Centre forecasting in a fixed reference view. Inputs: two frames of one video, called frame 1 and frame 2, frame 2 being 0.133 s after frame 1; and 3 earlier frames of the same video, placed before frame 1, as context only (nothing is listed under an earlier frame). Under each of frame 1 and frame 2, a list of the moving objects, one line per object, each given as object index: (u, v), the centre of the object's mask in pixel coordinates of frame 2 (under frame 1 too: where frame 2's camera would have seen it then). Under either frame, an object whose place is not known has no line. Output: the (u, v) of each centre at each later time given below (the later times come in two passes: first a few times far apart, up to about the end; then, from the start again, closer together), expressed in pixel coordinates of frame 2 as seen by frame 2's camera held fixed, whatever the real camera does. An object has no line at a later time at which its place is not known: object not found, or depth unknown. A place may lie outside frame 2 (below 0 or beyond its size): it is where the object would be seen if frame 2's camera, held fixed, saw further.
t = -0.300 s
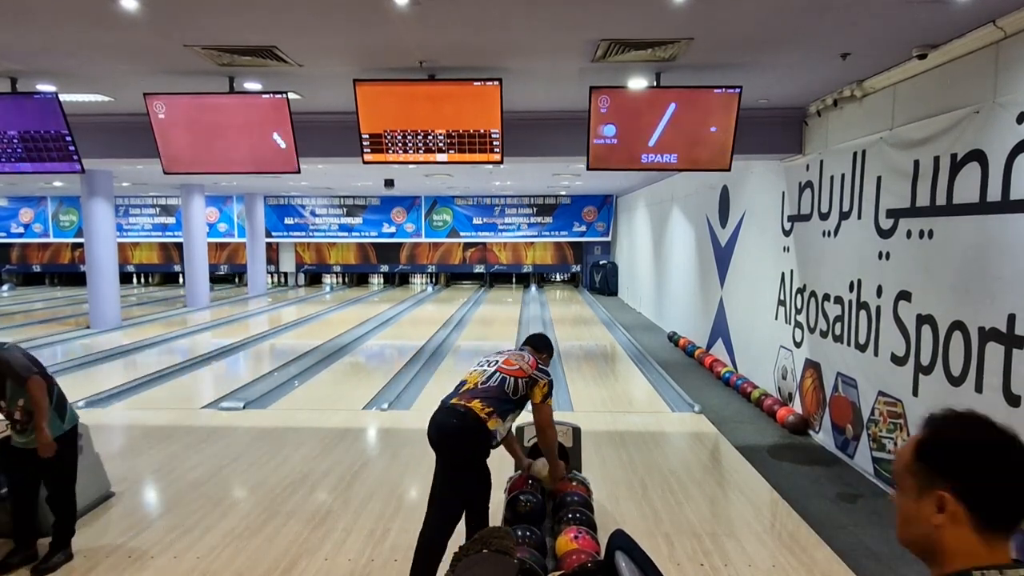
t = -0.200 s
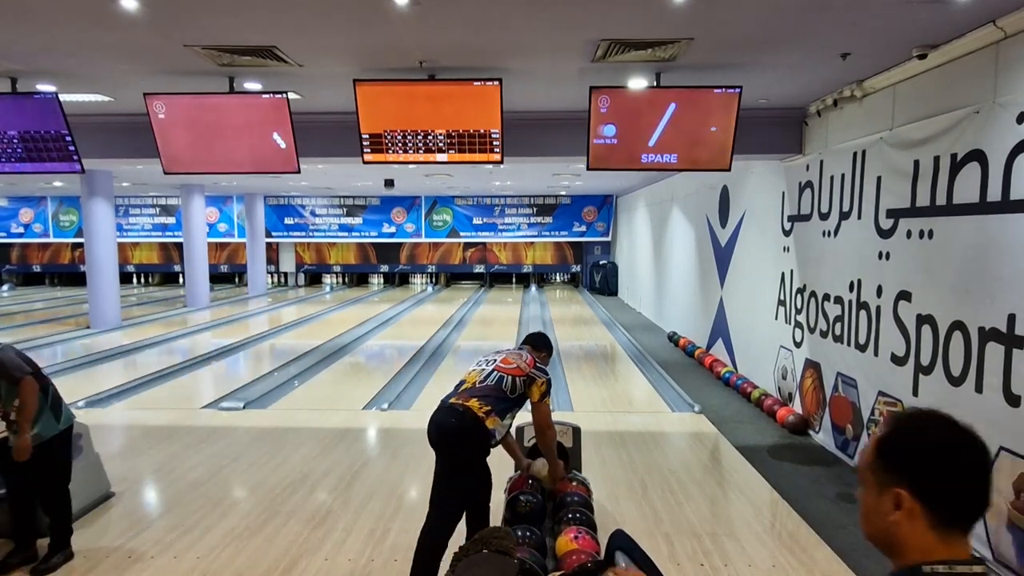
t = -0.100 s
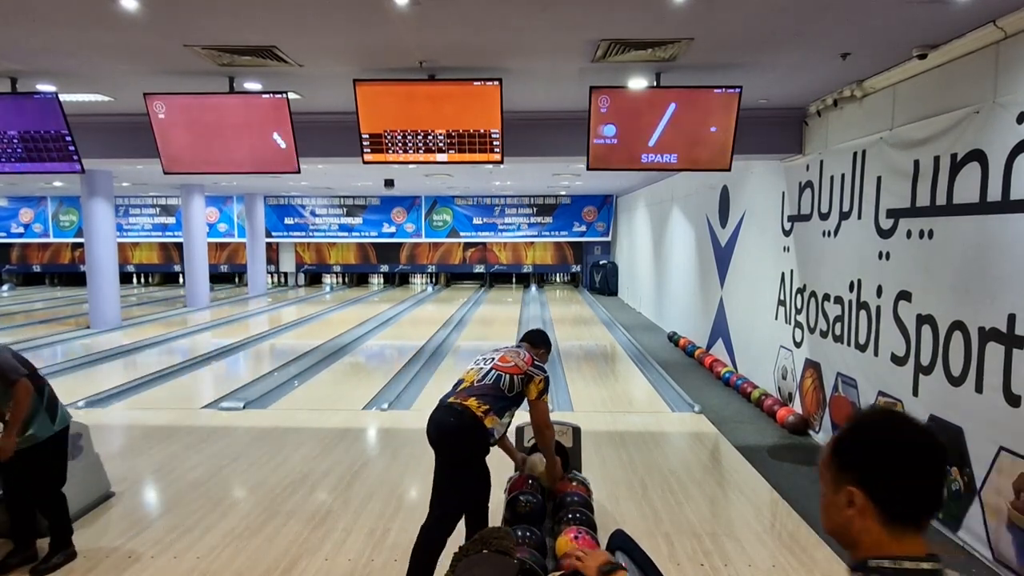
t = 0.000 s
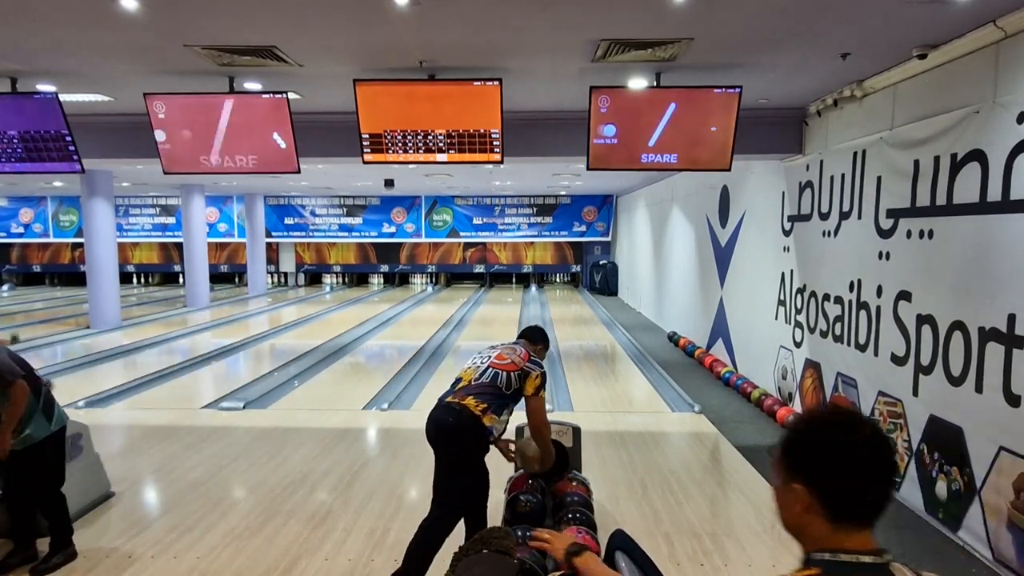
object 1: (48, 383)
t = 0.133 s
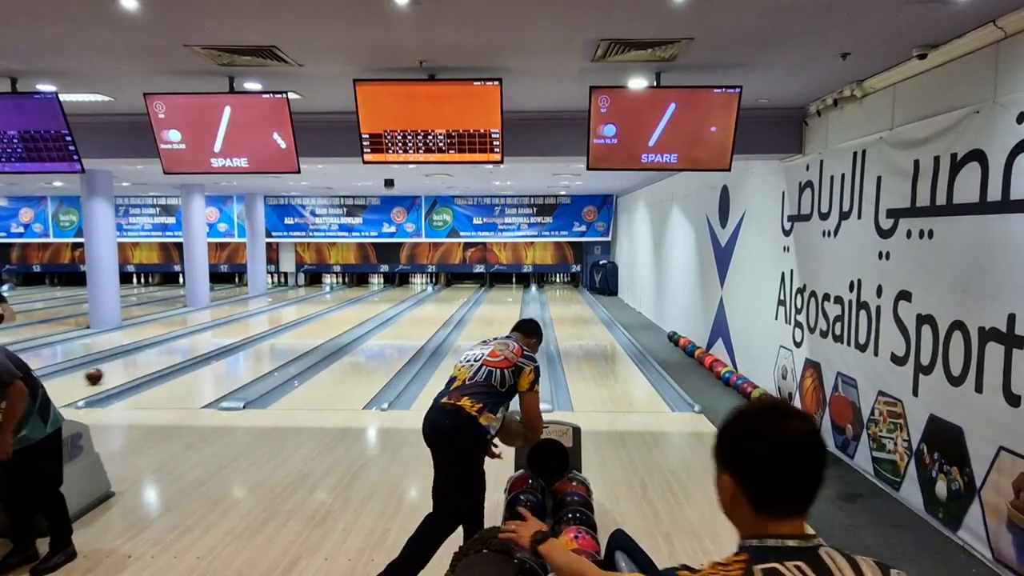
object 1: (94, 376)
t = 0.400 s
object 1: (169, 351)
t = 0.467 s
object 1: (184, 347)
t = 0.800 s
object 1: (243, 327)
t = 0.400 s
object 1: (169, 351)
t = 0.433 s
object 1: (176, 349)
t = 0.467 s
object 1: (184, 347)
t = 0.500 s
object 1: (191, 344)
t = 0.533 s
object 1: (197, 342)
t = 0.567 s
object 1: (204, 340)
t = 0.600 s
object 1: (210, 338)
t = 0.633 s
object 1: (216, 336)
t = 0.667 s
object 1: (222, 334)
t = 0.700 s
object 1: (227, 332)
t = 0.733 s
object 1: (233, 330)
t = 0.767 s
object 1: (238, 329)
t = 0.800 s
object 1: (243, 327)
